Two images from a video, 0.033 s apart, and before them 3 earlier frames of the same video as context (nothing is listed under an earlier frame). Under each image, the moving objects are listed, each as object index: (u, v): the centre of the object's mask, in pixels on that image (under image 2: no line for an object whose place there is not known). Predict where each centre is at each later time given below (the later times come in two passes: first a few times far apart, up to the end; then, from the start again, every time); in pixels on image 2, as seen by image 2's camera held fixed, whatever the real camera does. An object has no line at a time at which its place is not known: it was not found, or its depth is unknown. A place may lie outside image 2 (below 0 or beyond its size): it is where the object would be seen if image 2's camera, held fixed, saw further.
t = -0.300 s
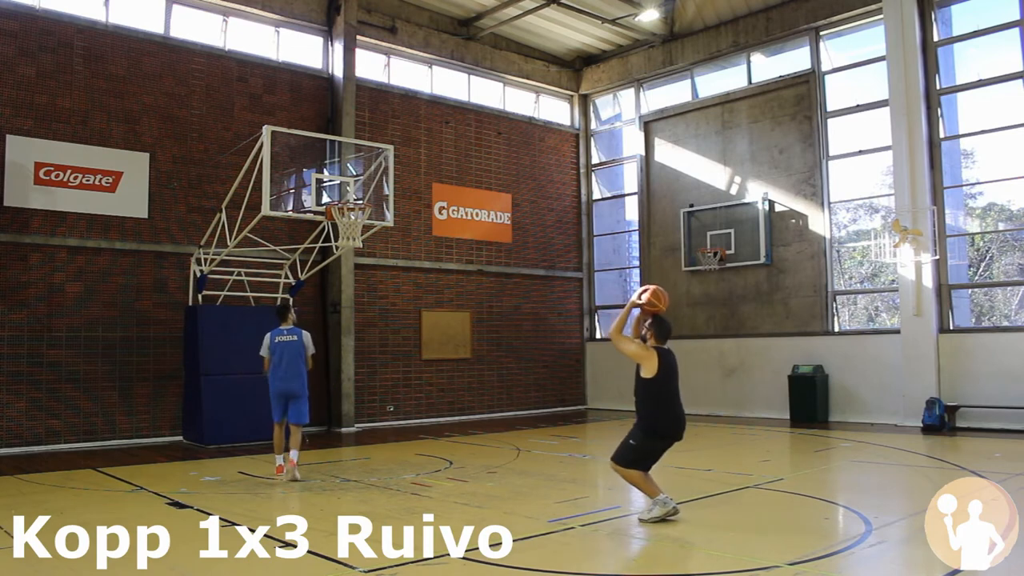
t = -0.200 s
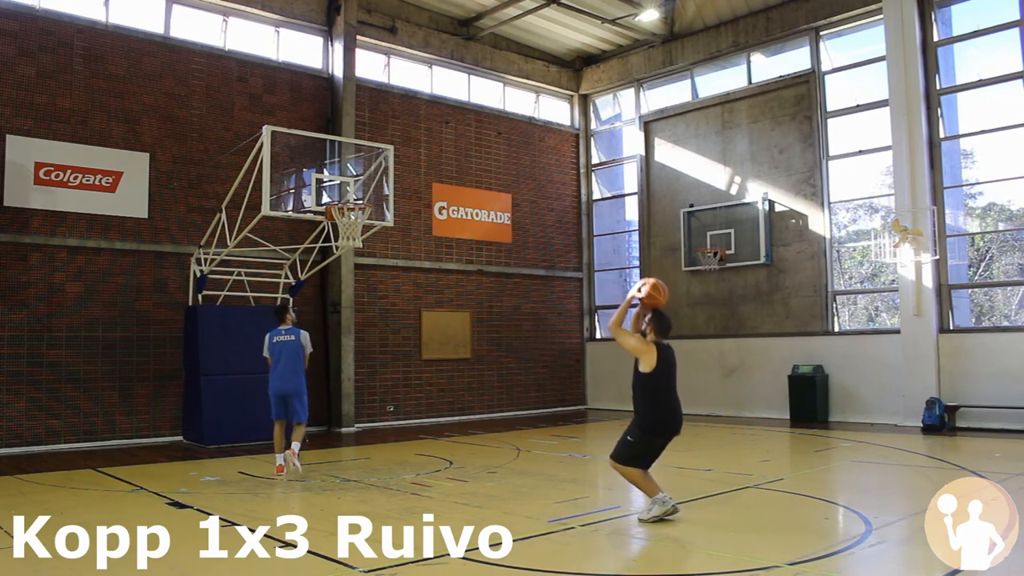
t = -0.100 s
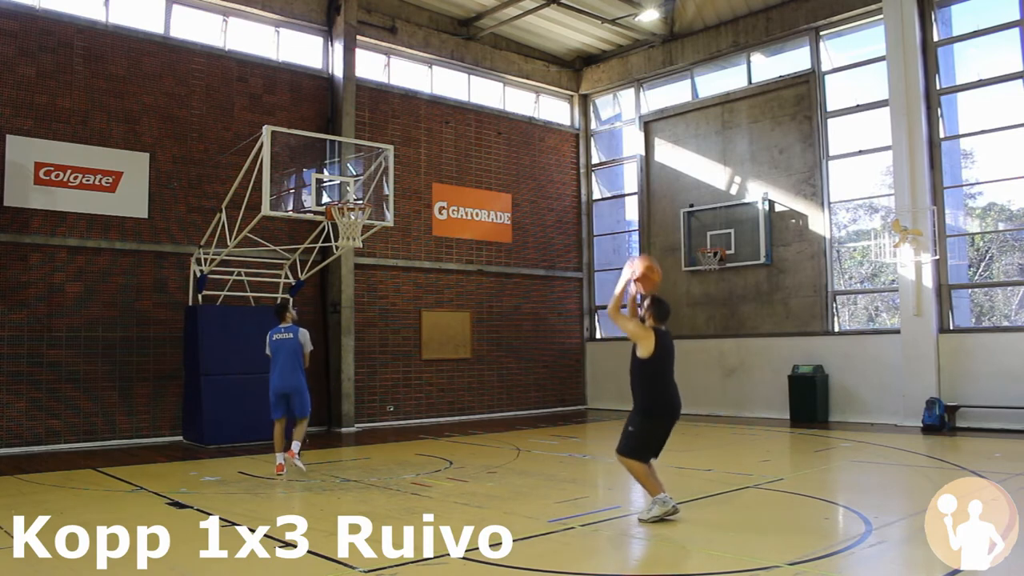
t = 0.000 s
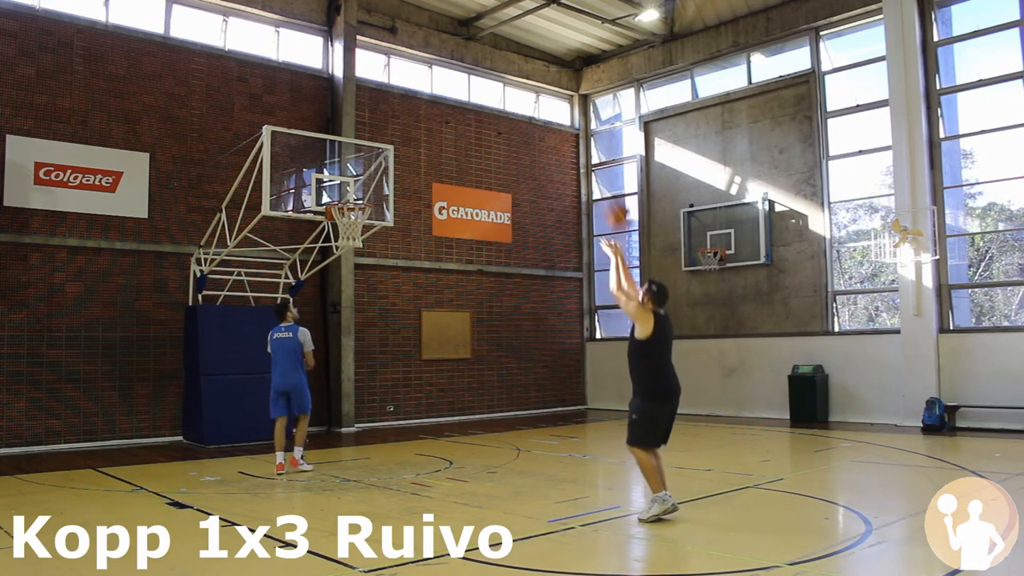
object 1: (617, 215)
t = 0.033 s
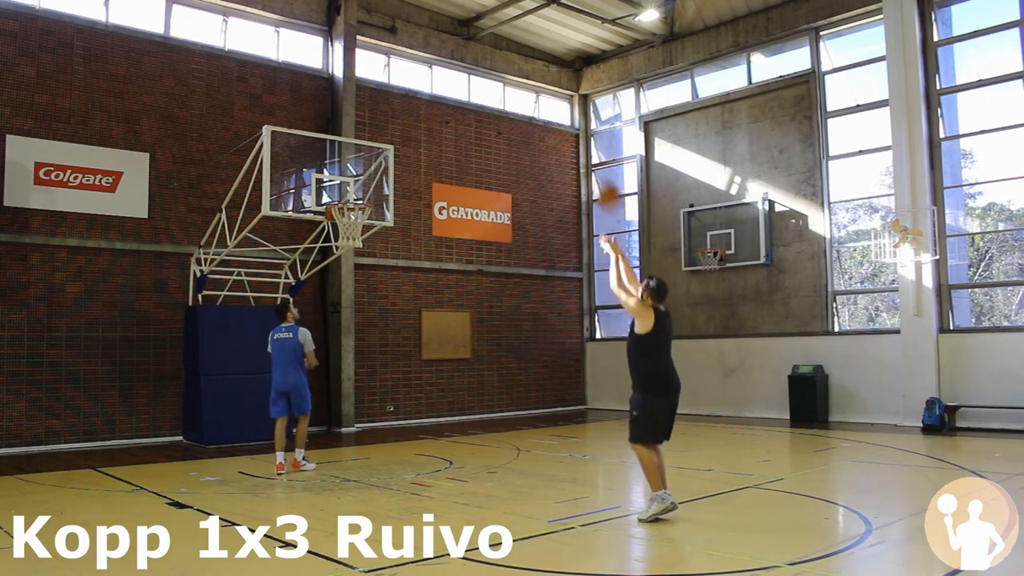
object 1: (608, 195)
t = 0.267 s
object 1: (534, 101)
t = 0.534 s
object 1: (469, 75)
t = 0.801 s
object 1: (414, 114)
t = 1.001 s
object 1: (379, 178)
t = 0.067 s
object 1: (594, 176)
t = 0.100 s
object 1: (582, 161)
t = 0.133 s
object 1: (572, 144)
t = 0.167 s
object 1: (562, 134)
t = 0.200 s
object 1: (554, 123)
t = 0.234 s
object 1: (543, 111)
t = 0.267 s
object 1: (534, 101)
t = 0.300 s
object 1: (525, 93)
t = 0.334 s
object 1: (516, 87)
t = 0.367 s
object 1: (508, 83)
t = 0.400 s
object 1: (500, 79)
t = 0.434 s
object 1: (492, 76)
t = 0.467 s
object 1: (484, 75)
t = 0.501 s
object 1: (477, 75)
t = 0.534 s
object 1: (469, 75)
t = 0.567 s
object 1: (461, 77)
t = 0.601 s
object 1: (454, 80)
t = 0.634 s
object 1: (446, 84)
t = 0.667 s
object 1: (439, 89)
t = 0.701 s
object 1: (432, 96)
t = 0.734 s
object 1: (425, 101)
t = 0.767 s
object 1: (419, 108)
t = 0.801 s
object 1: (414, 114)
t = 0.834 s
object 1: (407, 122)
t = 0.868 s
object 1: (401, 132)
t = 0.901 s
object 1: (397, 141)
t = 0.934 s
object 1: (391, 151)
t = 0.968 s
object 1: (385, 163)
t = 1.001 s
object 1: (379, 178)
